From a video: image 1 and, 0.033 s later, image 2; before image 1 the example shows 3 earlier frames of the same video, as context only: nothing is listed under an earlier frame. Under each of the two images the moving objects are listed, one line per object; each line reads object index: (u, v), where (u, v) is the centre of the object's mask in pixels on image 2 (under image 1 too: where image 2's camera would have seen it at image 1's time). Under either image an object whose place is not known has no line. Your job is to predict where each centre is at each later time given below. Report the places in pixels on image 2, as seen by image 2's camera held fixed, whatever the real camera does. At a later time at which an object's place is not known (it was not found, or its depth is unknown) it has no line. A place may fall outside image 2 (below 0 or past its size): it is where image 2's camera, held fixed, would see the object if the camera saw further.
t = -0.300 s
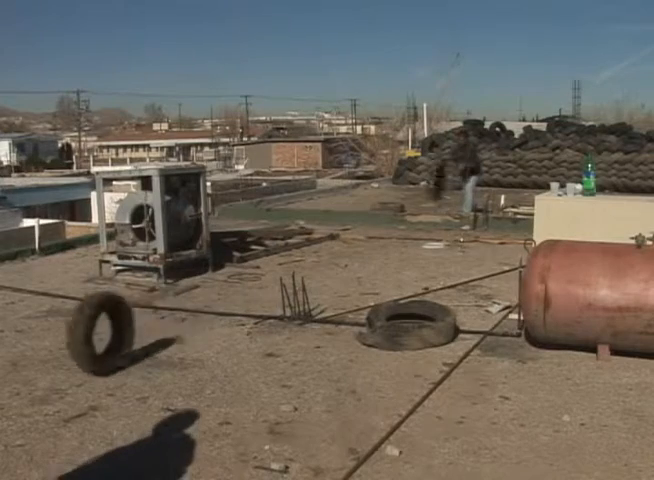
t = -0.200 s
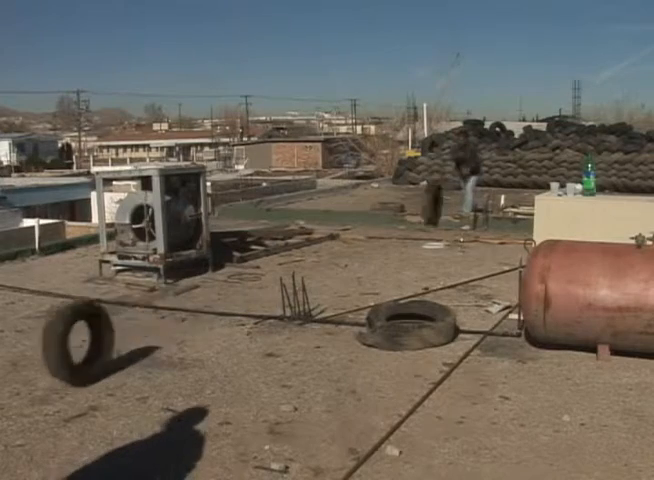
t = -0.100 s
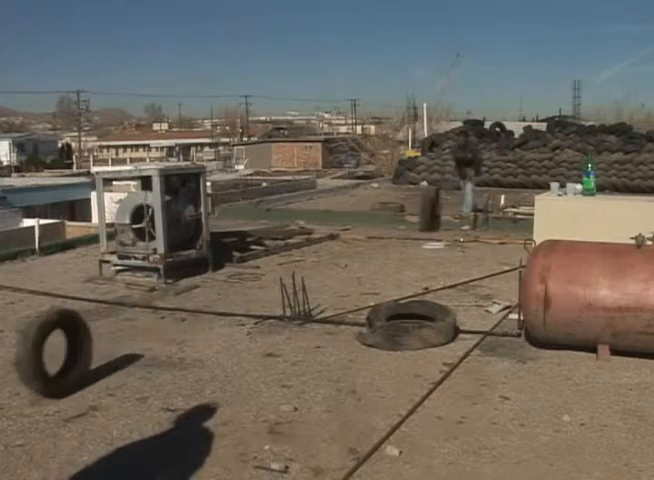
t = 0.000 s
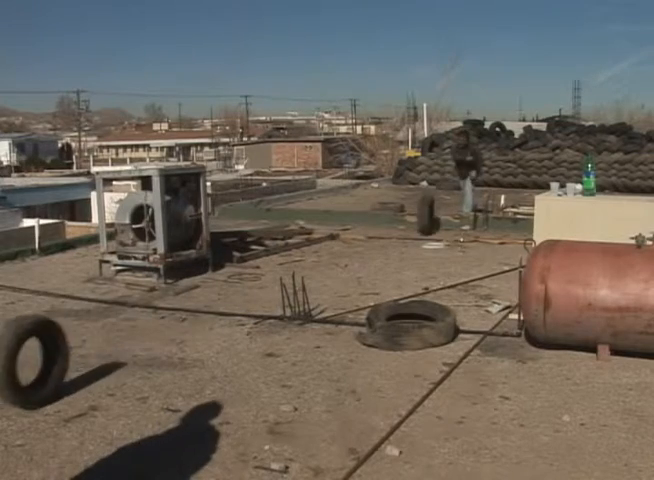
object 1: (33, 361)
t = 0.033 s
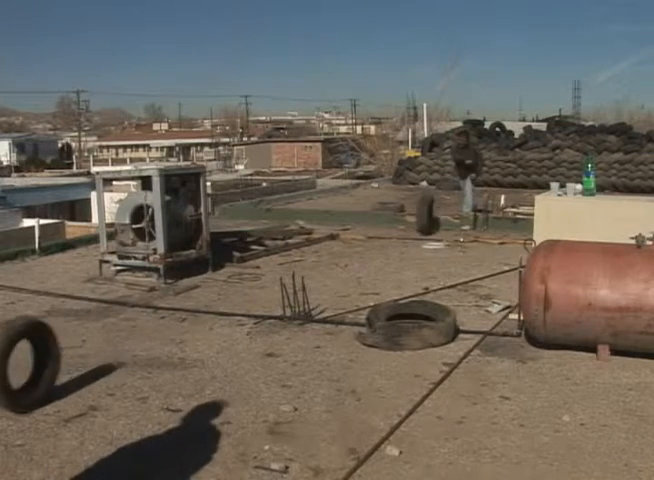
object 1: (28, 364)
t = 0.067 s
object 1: (26, 367)
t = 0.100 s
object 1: (21, 370)
